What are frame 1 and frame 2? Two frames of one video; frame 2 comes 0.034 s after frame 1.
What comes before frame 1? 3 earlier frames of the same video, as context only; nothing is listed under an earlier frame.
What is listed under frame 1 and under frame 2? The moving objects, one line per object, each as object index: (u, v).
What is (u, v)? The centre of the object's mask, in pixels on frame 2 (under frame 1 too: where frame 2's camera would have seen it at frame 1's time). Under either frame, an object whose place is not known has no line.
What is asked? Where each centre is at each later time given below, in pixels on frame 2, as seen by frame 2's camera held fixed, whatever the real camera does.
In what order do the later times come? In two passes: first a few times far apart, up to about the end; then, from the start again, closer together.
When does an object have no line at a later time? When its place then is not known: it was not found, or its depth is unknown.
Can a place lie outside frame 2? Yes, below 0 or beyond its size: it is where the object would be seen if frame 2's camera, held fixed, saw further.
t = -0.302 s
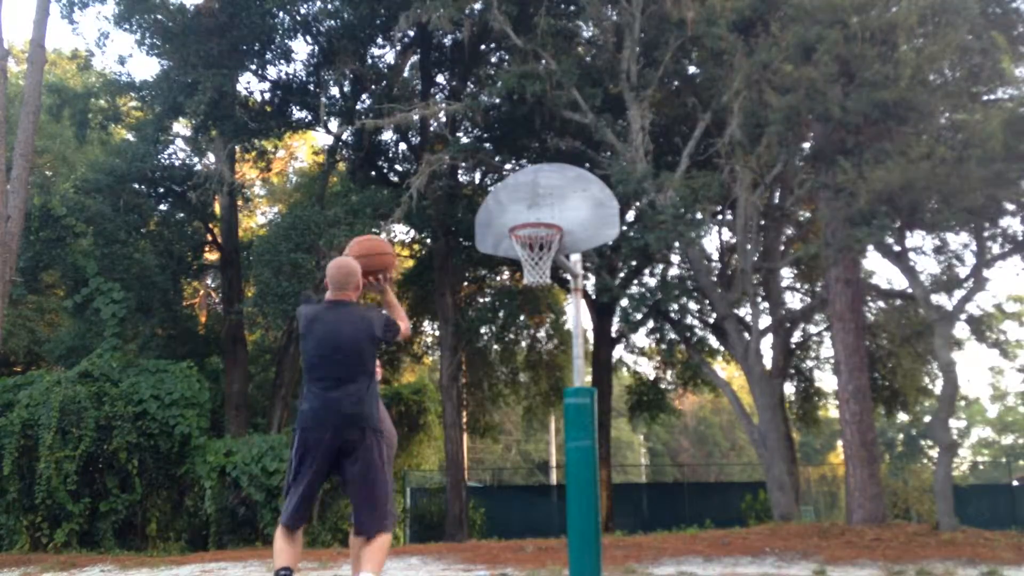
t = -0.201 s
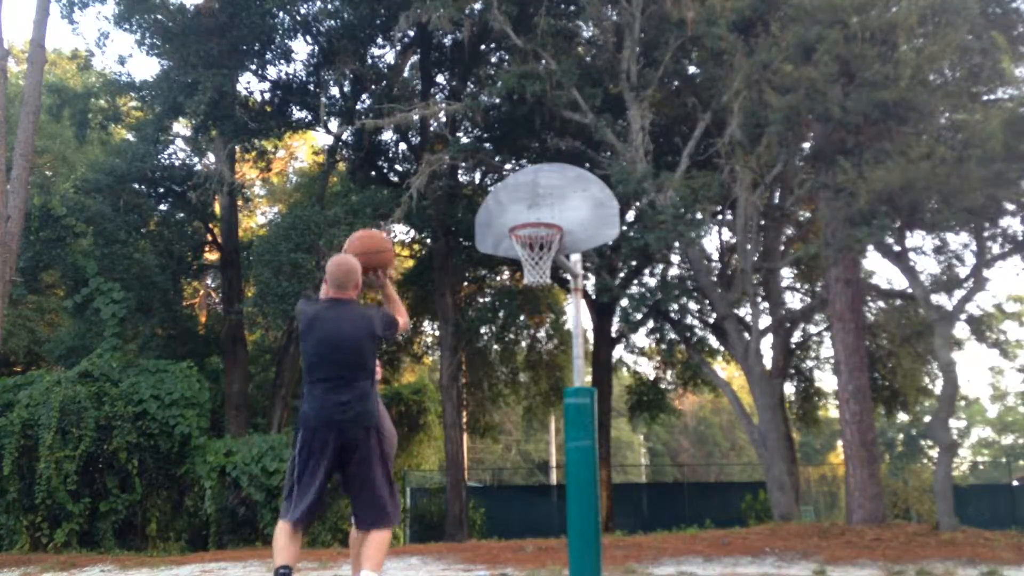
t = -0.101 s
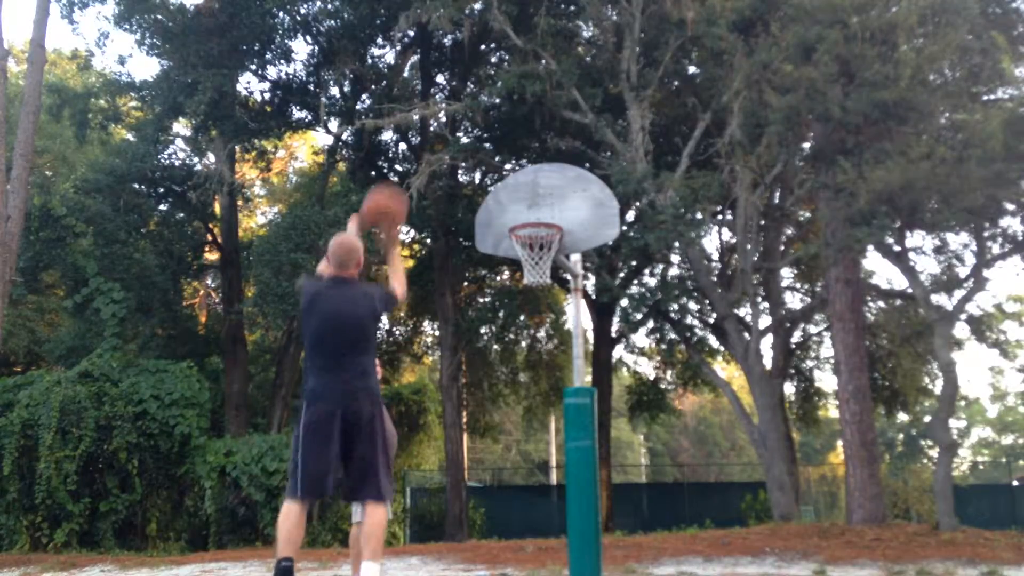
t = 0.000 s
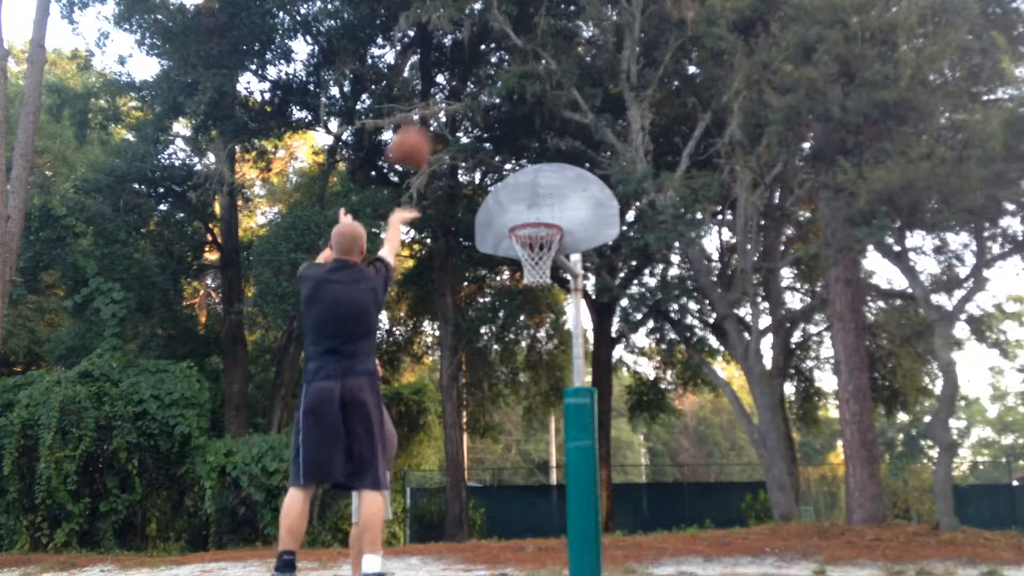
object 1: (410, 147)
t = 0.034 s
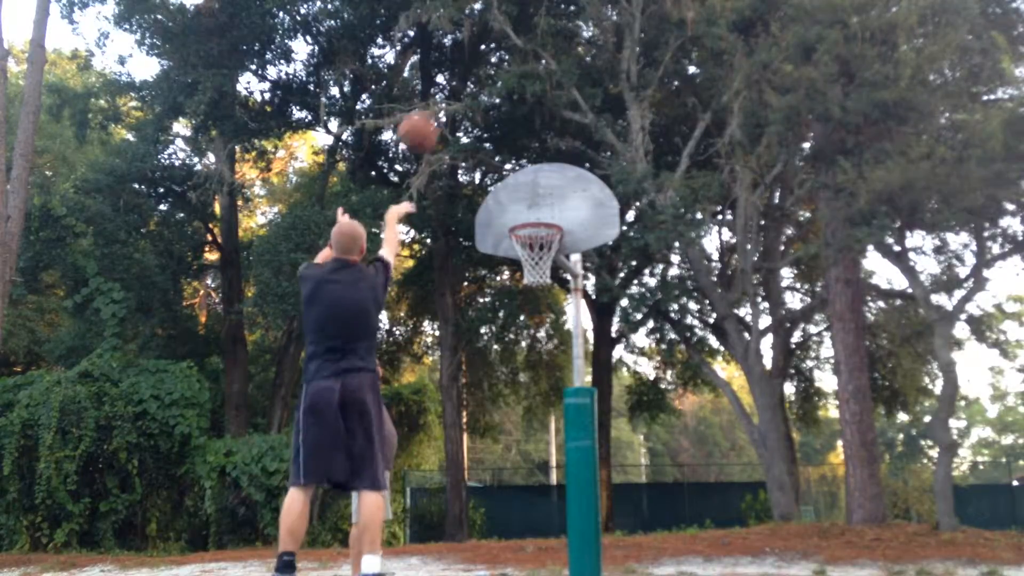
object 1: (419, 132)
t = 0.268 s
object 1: (464, 85)
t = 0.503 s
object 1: (502, 119)
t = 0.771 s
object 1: (532, 216)
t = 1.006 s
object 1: (534, 216)
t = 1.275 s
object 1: (533, 216)
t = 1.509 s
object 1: (532, 217)
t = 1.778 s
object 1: (534, 242)
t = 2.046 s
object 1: (537, 343)
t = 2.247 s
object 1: (541, 473)
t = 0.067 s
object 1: (425, 121)
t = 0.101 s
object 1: (433, 109)
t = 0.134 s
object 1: (439, 101)
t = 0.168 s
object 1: (446, 95)
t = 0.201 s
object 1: (452, 89)
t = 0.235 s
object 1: (459, 87)
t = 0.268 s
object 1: (464, 85)
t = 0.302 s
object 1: (469, 85)
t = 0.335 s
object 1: (475, 86)
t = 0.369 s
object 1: (479, 88)
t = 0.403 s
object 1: (489, 98)
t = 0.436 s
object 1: (494, 104)
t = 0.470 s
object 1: (498, 112)
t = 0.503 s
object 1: (502, 119)
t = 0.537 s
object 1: (506, 129)
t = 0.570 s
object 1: (510, 138)
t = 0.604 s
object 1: (514, 149)
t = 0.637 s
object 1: (516, 161)
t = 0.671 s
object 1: (521, 176)
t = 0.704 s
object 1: (525, 191)
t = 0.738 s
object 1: (528, 206)
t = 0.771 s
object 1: (532, 216)
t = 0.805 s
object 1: (534, 218)
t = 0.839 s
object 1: (536, 220)
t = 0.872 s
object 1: (537, 219)
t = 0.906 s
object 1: (536, 218)
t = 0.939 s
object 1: (535, 217)
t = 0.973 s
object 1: (534, 217)
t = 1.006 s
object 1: (534, 216)
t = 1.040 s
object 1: (534, 215)
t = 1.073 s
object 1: (534, 216)
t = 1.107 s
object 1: (534, 216)
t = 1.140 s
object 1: (534, 218)
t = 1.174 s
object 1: (534, 219)
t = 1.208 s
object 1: (534, 217)
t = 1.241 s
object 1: (533, 216)
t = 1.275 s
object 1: (533, 216)
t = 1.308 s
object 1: (533, 215)
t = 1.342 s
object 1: (533, 216)
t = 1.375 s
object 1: (533, 216)
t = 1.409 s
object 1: (532, 218)
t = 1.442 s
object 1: (532, 218)
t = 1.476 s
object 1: (532, 217)
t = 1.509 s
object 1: (532, 217)
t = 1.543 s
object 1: (532, 217)
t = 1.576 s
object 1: (532, 217)
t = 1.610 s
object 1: (532, 218)
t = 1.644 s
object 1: (532, 218)
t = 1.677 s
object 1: (530, 219)
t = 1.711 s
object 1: (536, 233)
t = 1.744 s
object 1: (534, 239)
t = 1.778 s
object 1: (534, 242)
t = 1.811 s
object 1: (533, 248)
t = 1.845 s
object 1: (528, 264)
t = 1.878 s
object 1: (534, 286)
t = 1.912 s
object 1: (533, 289)
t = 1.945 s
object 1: (535, 299)
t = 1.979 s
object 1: (535, 311)
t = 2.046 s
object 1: (537, 343)
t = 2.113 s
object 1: (539, 379)
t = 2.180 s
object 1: (540, 422)
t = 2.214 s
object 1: (540, 445)
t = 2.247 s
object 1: (541, 473)
